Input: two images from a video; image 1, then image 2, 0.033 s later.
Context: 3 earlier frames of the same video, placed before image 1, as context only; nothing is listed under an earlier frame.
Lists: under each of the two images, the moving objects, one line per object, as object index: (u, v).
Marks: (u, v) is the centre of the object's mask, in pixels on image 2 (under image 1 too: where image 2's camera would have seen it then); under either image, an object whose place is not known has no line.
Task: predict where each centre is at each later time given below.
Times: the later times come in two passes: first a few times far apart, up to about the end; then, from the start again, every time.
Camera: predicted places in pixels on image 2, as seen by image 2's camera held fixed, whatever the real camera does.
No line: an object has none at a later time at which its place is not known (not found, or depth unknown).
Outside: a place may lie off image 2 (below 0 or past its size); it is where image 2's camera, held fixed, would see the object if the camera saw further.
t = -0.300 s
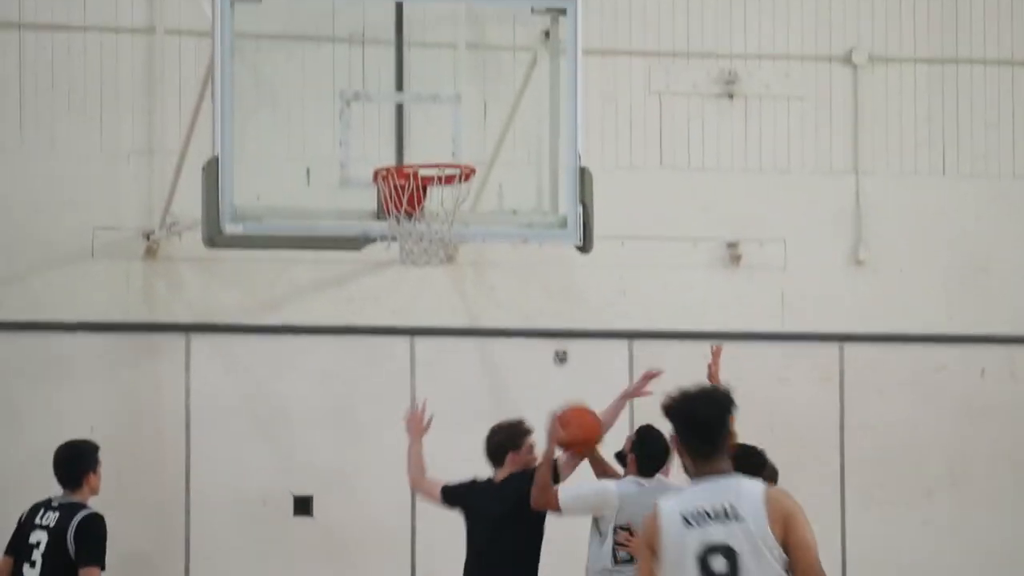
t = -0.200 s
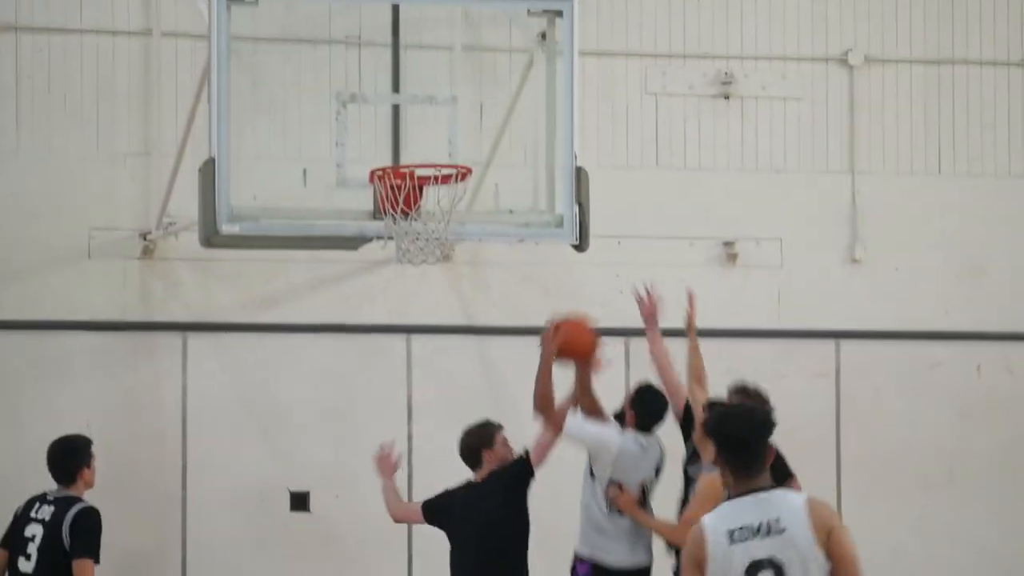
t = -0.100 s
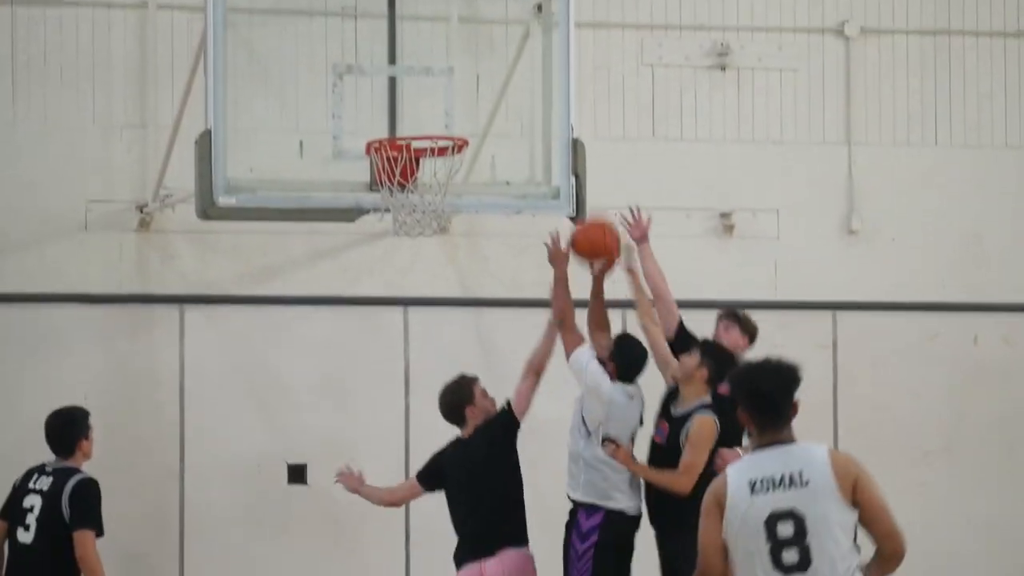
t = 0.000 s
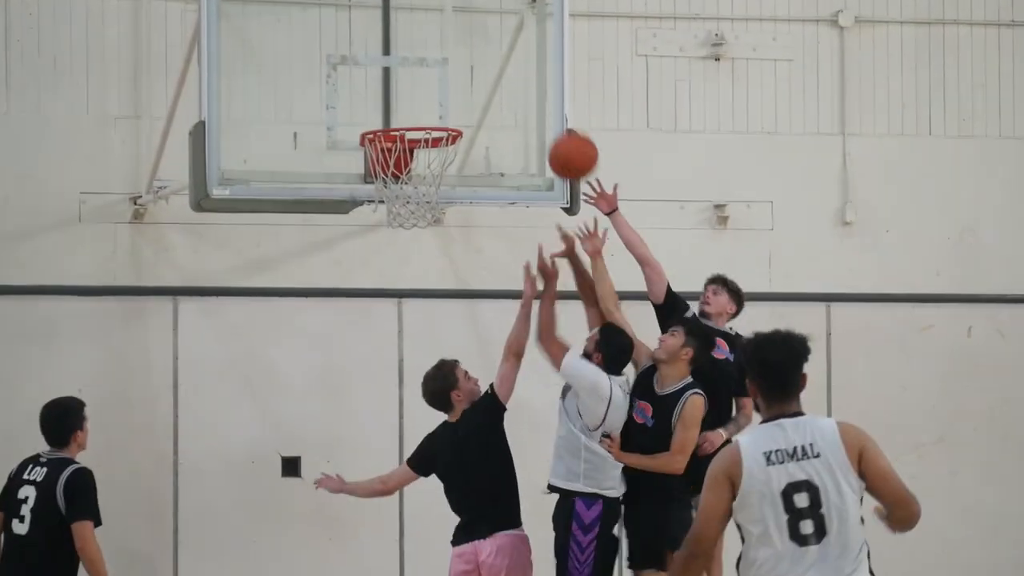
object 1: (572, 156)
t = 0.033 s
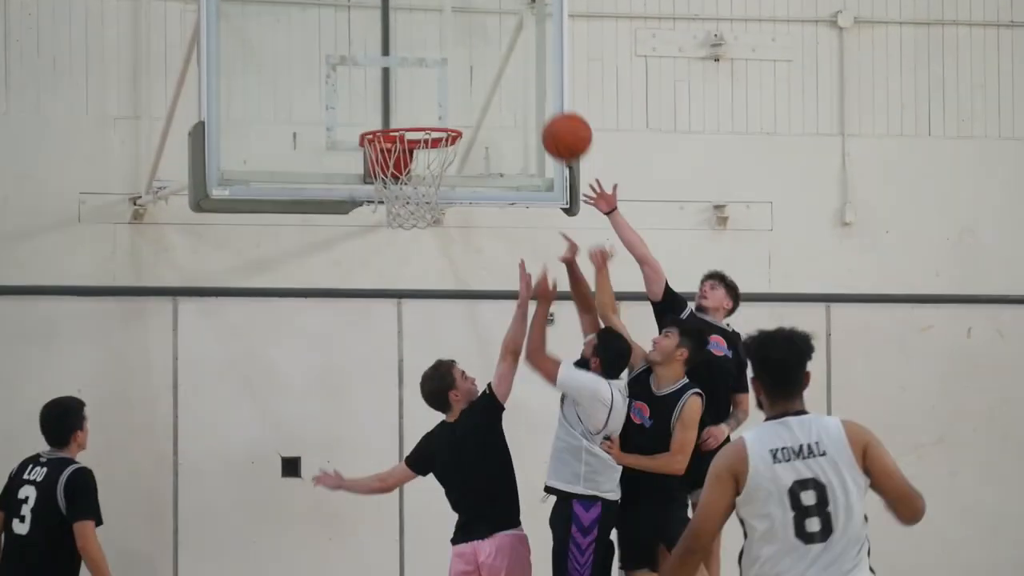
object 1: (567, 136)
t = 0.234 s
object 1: (533, 62)
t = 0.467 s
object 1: (513, 70)
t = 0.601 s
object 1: (516, 118)
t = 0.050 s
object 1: (564, 127)
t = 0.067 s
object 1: (561, 118)
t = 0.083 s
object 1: (558, 110)
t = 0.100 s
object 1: (555, 102)
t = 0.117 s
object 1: (553, 95)
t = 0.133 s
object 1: (550, 89)
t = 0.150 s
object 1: (547, 83)
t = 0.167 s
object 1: (544, 77)
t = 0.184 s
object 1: (542, 73)
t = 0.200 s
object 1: (539, 68)
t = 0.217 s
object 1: (536, 65)
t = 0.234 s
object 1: (533, 62)
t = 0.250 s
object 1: (530, 60)
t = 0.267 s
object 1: (528, 58)
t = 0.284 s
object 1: (525, 56)
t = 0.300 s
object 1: (522, 56)
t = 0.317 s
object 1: (519, 56)
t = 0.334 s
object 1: (517, 56)
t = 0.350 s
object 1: (514, 57)
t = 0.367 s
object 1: (512, 58)
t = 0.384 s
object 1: (512, 59)
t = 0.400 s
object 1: (512, 60)
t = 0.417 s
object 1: (512, 61)
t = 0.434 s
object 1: (513, 64)
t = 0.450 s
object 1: (513, 67)
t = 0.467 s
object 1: (513, 70)
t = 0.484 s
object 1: (514, 74)
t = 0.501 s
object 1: (514, 79)
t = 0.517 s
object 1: (514, 84)
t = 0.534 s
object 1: (515, 90)
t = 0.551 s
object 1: (515, 96)
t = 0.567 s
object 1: (515, 103)
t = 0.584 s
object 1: (516, 111)
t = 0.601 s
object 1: (516, 118)
